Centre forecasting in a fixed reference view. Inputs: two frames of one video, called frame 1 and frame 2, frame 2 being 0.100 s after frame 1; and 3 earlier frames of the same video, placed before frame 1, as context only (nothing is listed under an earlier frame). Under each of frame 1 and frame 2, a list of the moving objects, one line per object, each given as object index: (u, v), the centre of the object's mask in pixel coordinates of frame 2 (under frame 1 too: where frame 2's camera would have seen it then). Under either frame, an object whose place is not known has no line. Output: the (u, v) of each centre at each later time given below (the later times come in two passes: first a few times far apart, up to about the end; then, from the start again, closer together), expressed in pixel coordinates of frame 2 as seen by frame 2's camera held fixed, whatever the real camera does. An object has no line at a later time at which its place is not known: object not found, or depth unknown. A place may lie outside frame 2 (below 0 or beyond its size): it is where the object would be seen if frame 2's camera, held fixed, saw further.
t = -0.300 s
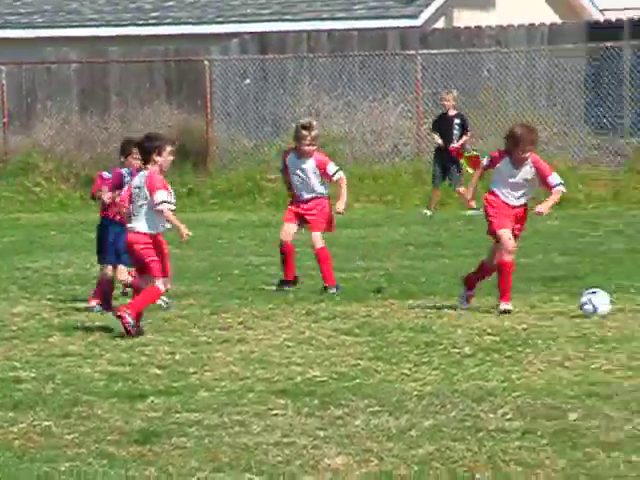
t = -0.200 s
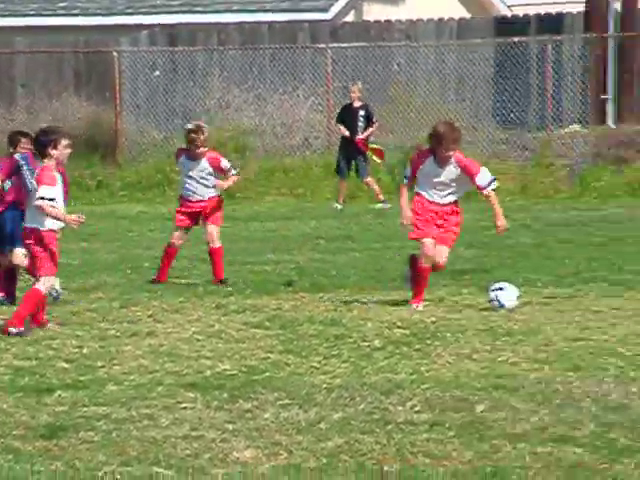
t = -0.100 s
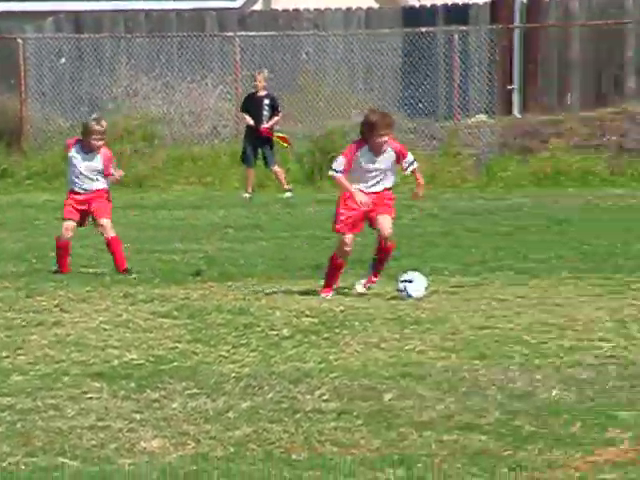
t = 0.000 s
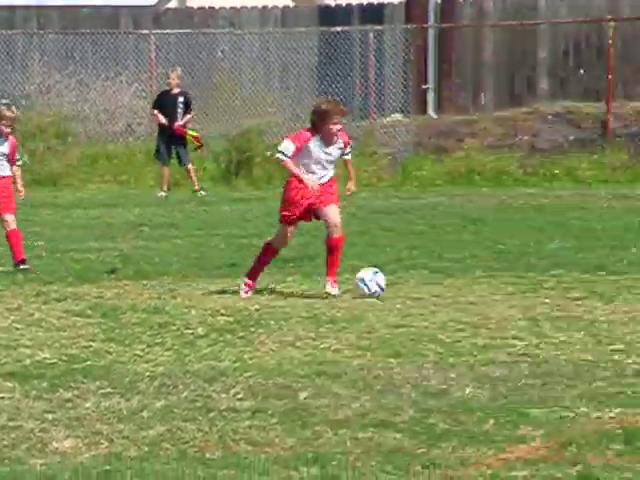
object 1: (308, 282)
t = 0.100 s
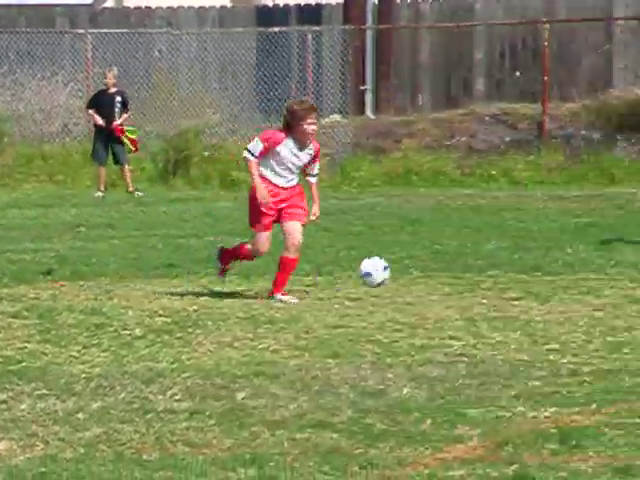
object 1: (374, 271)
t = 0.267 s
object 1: (487, 286)
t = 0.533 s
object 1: (633, 292)
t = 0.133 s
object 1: (397, 271)
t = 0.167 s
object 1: (420, 273)
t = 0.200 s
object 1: (442, 277)
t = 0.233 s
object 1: (464, 280)
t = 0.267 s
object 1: (487, 286)
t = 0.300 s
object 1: (509, 289)
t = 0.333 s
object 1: (526, 286)
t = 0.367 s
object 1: (543, 285)
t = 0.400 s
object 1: (561, 282)
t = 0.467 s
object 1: (596, 285)
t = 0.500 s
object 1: (615, 287)
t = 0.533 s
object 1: (633, 292)
